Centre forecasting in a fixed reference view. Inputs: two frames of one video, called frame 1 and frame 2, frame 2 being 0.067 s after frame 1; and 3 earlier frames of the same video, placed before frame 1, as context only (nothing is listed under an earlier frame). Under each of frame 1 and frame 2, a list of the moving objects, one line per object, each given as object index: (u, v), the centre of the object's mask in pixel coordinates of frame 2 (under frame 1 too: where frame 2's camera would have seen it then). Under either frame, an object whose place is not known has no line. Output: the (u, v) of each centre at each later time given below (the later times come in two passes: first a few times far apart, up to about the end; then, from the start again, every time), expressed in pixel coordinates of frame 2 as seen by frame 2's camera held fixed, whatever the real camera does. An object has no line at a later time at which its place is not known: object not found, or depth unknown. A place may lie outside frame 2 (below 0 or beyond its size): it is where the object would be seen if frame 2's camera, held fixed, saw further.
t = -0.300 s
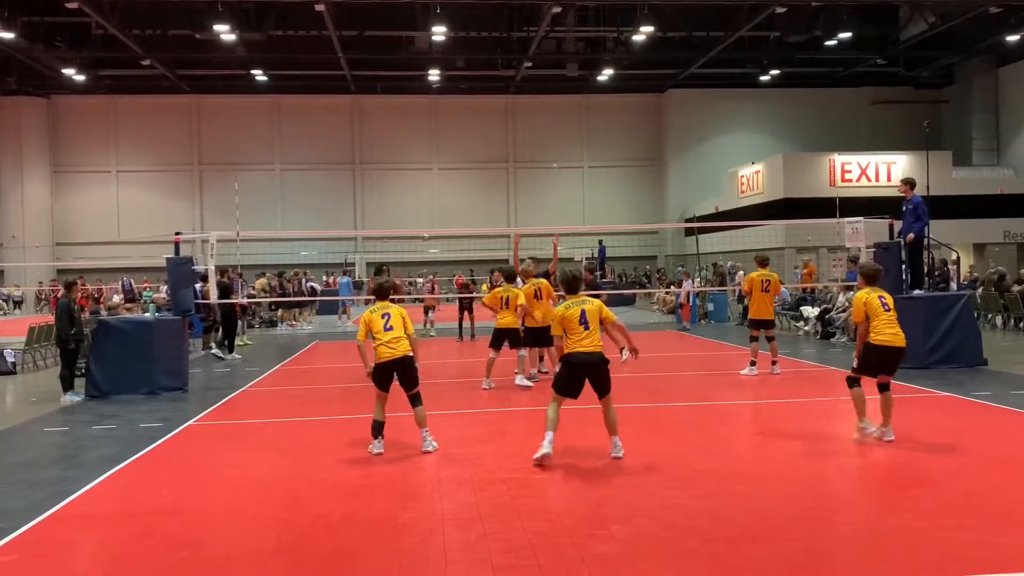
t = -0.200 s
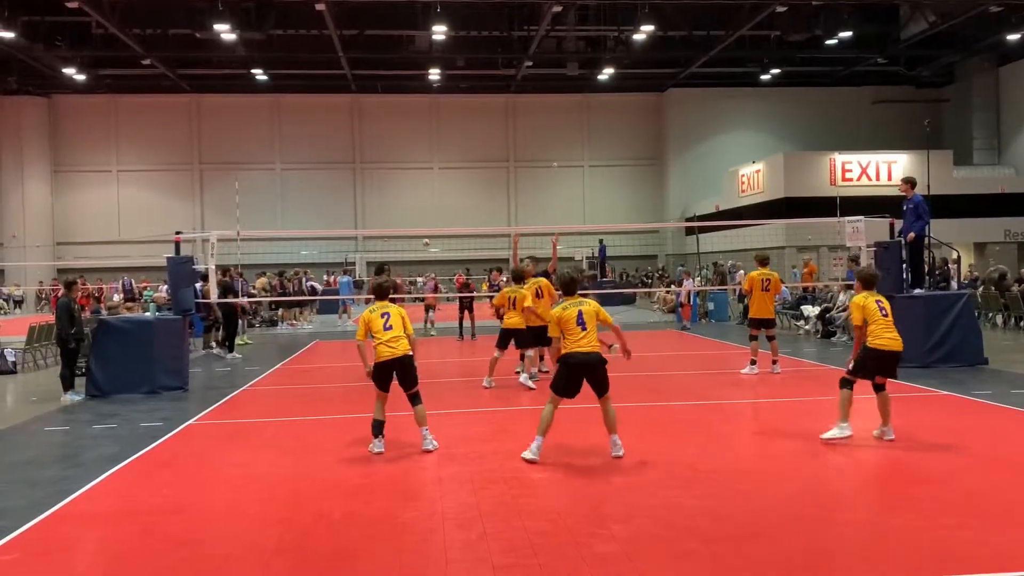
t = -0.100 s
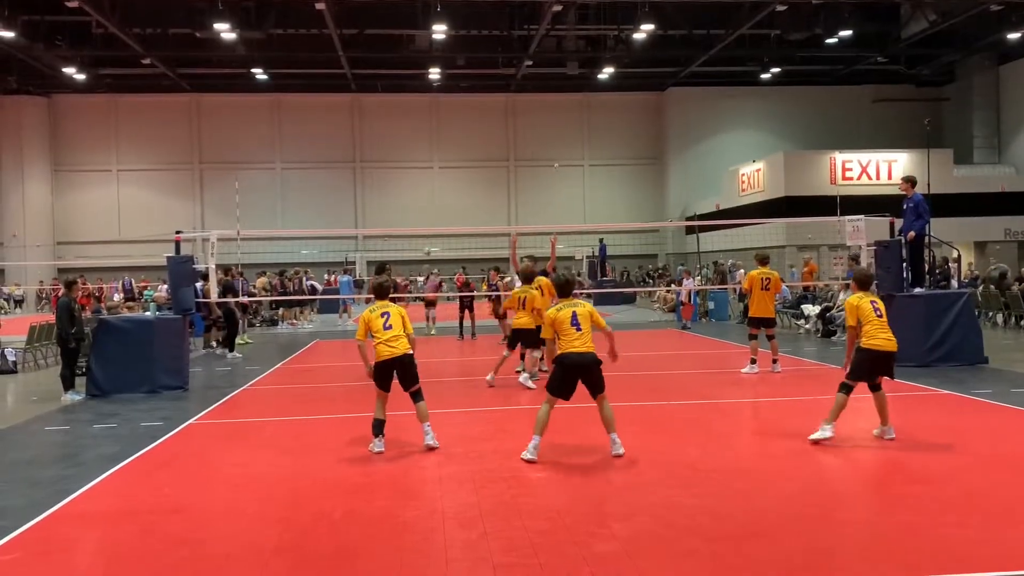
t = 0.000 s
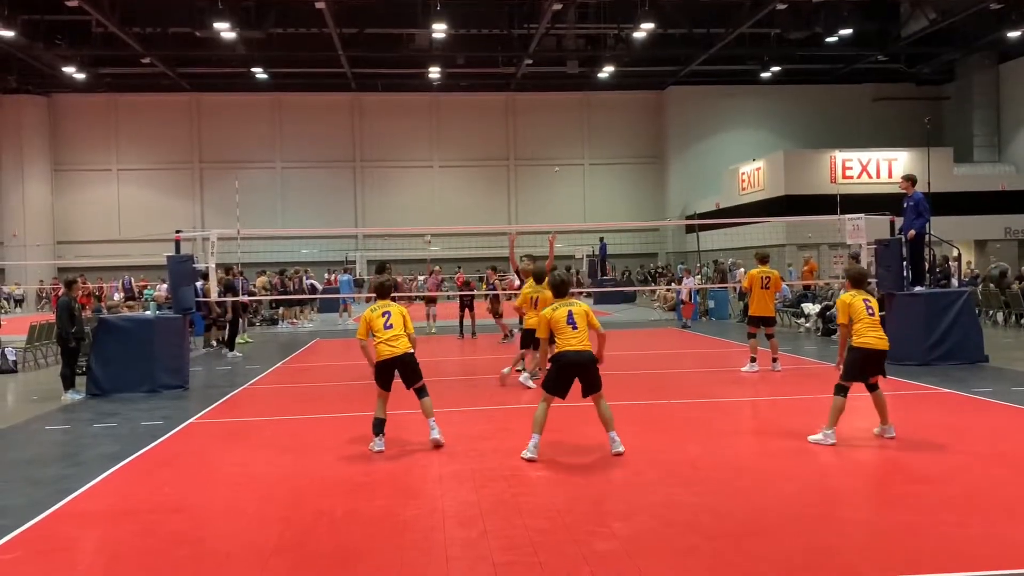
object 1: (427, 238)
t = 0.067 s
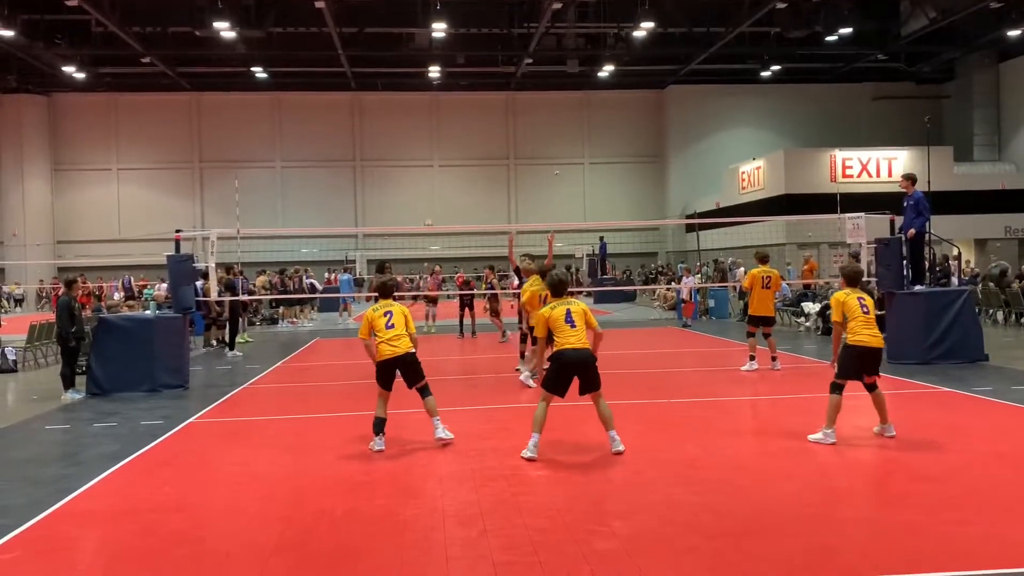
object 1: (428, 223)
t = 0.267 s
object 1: (428, 186)
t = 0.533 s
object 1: (427, 151)
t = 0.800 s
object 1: (422, 150)
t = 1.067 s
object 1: (408, 203)
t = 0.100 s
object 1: (427, 217)
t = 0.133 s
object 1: (428, 210)
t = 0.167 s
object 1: (429, 204)
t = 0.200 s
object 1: (429, 198)
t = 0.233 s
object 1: (429, 192)
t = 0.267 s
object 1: (428, 186)
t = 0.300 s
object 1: (428, 181)
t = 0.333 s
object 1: (428, 175)
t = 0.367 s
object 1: (428, 170)
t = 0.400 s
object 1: (428, 166)
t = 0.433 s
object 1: (428, 161)
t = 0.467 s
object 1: (428, 158)
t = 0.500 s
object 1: (428, 154)
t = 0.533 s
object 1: (427, 151)
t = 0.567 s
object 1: (427, 148)
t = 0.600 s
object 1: (427, 147)
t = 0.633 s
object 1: (426, 147)
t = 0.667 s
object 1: (426, 146)
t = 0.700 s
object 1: (425, 146)
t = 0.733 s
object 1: (424, 146)
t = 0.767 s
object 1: (423, 148)
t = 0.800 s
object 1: (422, 150)
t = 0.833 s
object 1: (420, 152)
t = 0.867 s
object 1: (419, 157)
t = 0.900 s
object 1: (418, 161)
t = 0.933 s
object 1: (416, 168)
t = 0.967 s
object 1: (414, 175)
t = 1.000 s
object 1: (412, 184)
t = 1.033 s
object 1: (410, 193)
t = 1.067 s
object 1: (408, 203)
